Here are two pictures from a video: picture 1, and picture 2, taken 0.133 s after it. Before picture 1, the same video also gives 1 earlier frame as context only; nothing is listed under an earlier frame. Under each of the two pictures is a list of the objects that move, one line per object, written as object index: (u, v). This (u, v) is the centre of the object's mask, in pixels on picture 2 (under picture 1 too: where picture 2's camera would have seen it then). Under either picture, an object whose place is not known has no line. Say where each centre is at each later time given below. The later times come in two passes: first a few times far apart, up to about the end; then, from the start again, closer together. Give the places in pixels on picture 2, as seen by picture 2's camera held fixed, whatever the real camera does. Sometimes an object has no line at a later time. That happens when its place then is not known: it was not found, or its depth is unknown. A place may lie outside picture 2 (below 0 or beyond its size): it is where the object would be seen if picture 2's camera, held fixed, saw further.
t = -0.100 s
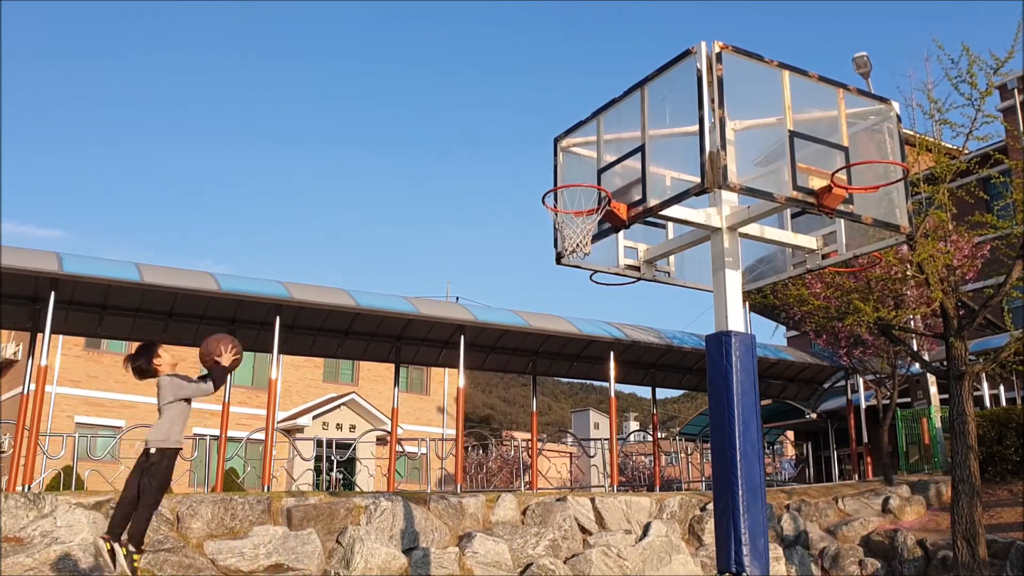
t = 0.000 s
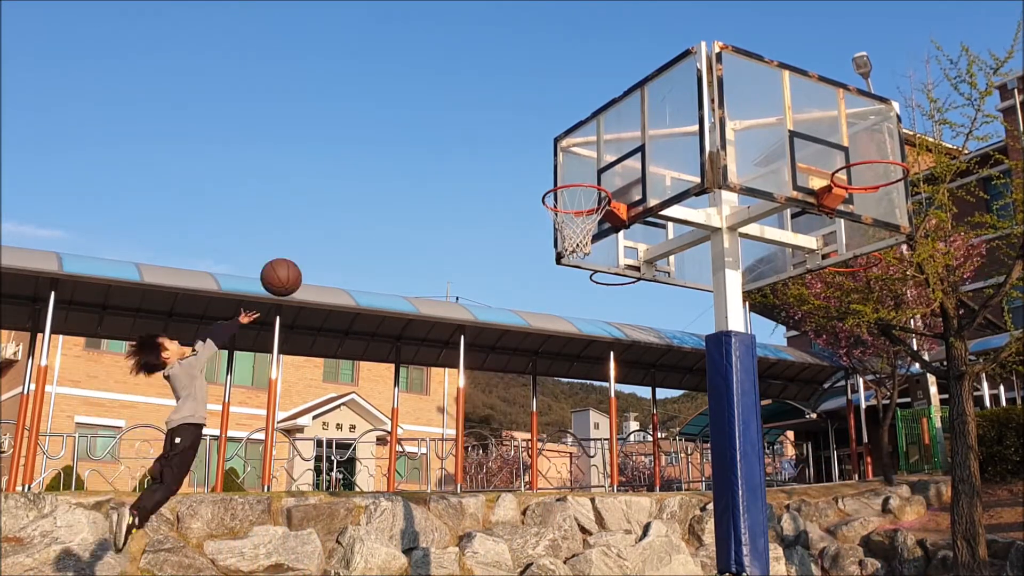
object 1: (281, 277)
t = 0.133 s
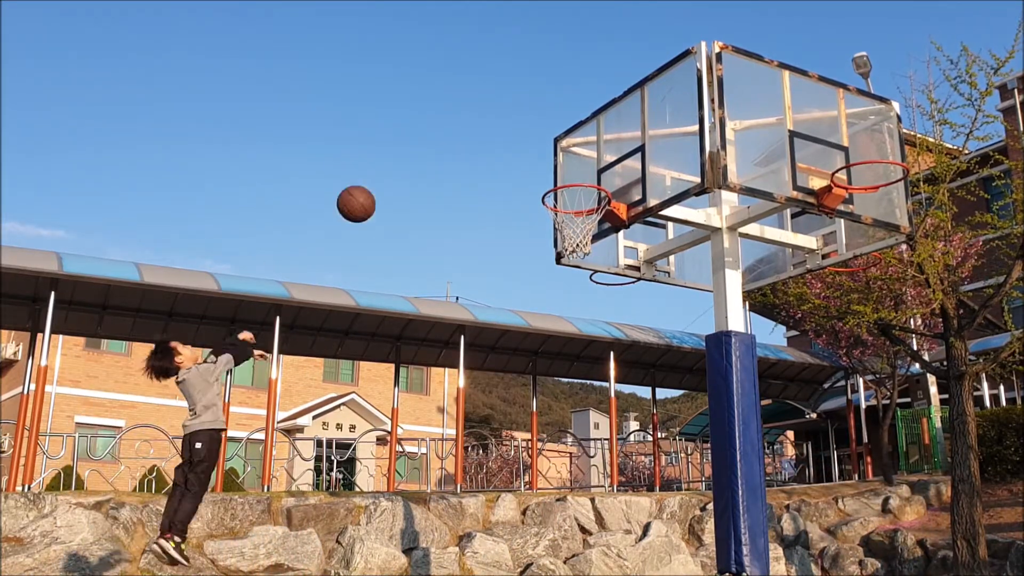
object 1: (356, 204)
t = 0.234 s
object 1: (406, 168)
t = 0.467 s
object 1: (512, 141)
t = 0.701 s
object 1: (606, 175)
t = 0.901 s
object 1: (608, 156)
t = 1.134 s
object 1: (580, 179)
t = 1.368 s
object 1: (560, 227)
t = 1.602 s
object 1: (577, 240)
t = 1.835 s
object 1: (587, 277)
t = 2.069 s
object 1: (596, 397)
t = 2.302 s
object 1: (604, 517)
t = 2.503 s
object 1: (603, 393)
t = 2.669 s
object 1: (603, 338)
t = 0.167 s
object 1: (373, 190)
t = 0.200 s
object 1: (390, 179)
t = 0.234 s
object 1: (406, 168)
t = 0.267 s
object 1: (422, 160)
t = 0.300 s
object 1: (438, 153)
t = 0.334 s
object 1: (453, 148)
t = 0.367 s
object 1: (468, 144)
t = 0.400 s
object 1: (483, 142)
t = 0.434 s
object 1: (498, 141)
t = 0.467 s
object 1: (512, 141)
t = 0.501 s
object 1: (526, 143)
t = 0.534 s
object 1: (540, 146)
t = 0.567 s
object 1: (555, 151)
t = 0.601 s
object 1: (569, 156)
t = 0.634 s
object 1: (582, 164)
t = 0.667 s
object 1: (597, 171)
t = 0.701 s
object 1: (606, 175)
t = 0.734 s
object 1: (611, 171)
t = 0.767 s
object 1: (616, 168)
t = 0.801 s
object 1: (620, 165)
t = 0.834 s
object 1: (615, 161)
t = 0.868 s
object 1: (612, 158)
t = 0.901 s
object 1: (608, 156)
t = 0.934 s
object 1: (604, 156)
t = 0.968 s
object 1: (600, 157)
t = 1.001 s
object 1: (596, 160)
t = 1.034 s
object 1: (591, 164)
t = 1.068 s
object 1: (587, 168)
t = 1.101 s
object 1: (583, 173)
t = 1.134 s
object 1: (580, 179)
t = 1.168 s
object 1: (577, 183)
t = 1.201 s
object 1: (574, 189)
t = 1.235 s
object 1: (571, 196)
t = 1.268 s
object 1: (567, 203)
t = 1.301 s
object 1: (564, 212)
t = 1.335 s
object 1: (562, 221)
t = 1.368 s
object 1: (560, 227)
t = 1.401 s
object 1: (563, 230)
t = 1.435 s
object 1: (565, 233)
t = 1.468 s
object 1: (567, 233)
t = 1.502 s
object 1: (569, 236)
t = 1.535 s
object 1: (571, 237)
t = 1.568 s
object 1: (574, 239)
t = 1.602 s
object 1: (577, 240)
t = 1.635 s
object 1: (580, 242)
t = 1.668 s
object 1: (582, 252)
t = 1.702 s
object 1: (583, 252)
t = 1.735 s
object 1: (583, 254)
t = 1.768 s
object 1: (585, 259)
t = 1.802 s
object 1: (585, 267)
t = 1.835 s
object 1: (587, 277)
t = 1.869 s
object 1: (588, 288)
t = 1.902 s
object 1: (589, 301)
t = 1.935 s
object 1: (590, 316)
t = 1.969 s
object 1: (593, 332)
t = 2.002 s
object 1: (595, 352)
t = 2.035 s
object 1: (595, 374)
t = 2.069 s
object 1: (596, 397)
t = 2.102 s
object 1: (598, 424)
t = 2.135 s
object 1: (599, 453)
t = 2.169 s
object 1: (601, 486)
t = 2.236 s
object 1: (605, 558)
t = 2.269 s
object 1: (605, 545)
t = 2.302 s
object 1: (604, 517)
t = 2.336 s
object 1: (603, 492)
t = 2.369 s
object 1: (603, 469)
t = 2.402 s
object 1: (603, 447)
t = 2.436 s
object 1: (602, 427)
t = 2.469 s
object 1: (603, 409)
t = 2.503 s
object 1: (603, 393)
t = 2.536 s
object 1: (602, 379)
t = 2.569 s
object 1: (603, 365)
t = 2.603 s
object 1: (605, 353)
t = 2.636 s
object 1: (605, 344)
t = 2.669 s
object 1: (603, 338)
